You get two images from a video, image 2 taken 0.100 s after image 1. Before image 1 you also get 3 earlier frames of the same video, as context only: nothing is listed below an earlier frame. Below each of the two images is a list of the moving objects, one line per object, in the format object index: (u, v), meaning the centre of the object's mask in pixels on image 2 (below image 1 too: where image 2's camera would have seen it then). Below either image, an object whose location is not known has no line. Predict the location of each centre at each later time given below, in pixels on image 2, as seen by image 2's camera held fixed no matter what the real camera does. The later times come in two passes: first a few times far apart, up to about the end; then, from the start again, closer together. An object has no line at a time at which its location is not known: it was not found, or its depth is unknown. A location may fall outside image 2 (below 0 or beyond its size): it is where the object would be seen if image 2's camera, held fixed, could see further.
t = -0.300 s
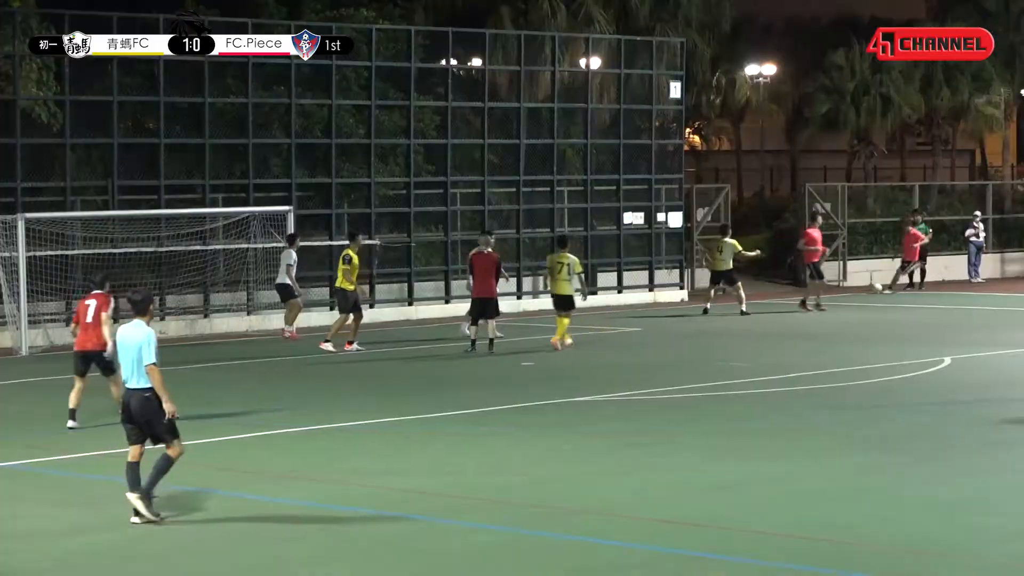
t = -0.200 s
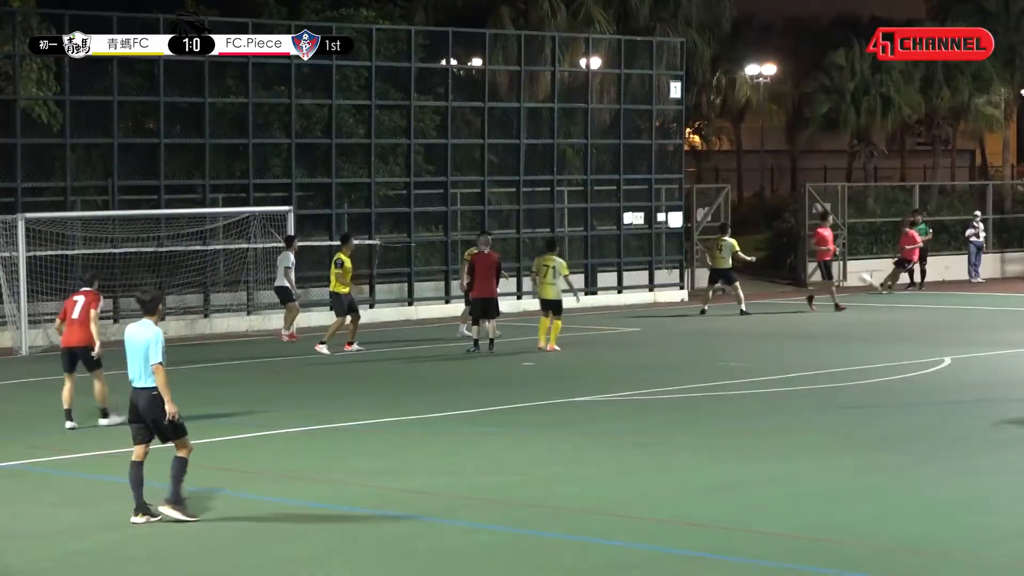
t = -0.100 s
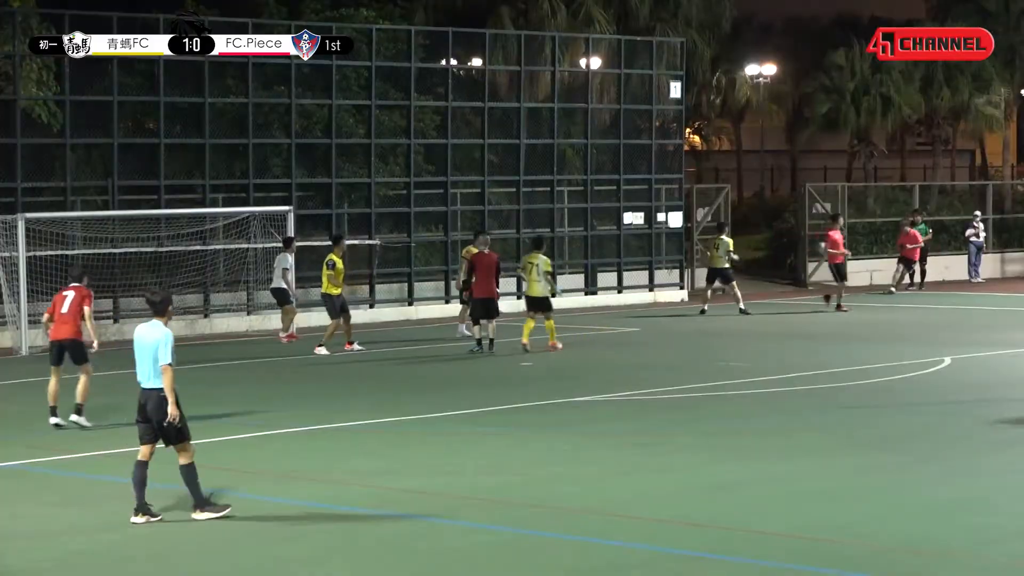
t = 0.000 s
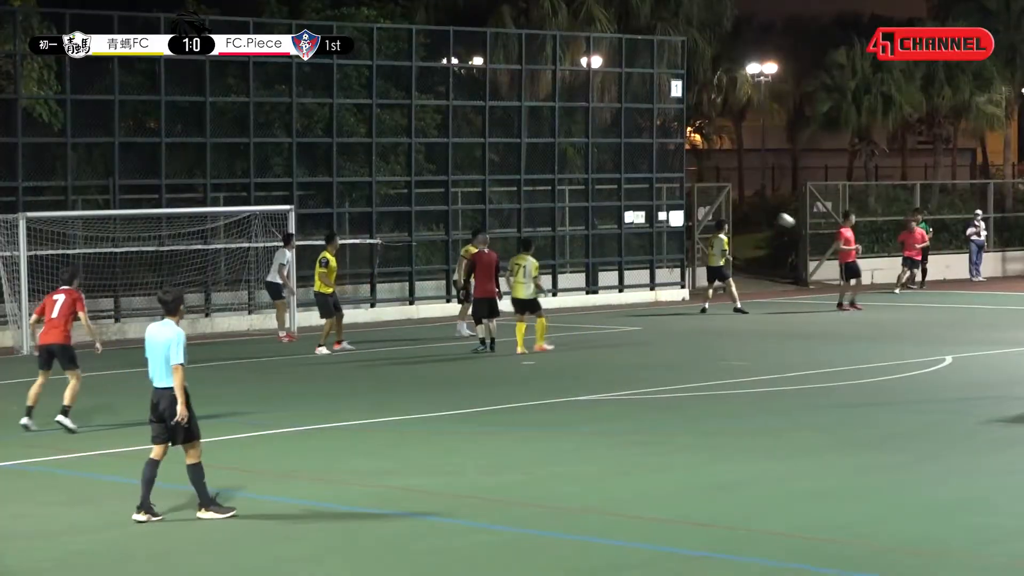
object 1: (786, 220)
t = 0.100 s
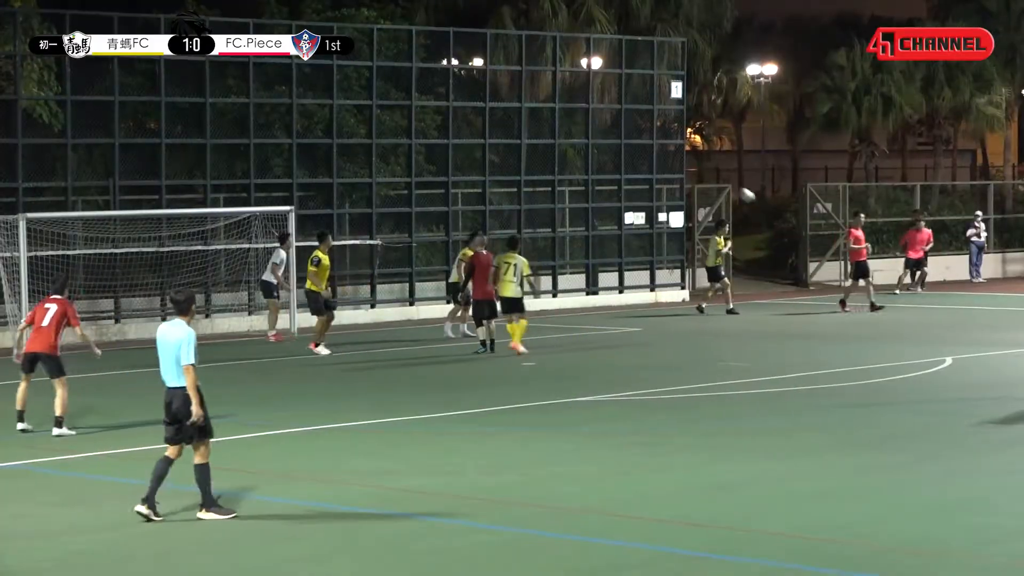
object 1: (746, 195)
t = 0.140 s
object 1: (732, 185)
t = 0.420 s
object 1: (619, 128)
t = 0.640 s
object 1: (526, 101)
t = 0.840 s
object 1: (440, 94)
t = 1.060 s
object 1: (340, 109)
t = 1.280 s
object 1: (232, 150)
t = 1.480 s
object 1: (125, 217)
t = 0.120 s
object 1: (740, 190)
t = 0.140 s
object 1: (732, 185)
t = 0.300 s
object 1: (666, 150)
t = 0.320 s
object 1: (660, 146)
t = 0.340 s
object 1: (651, 143)
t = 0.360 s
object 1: (643, 137)
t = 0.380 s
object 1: (635, 134)
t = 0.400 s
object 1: (627, 131)
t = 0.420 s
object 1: (619, 128)
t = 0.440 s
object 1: (611, 125)
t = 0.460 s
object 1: (602, 121)
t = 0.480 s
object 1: (594, 118)
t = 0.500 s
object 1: (586, 115)
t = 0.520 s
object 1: (578, 113)
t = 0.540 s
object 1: (569, 111)
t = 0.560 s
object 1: (560, 109)
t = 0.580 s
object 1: (553, 106)
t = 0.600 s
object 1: (544, 104)
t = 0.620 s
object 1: (535, 102)
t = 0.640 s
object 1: (526, 101)
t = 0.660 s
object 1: (518, 99)
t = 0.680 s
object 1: (509, 97)
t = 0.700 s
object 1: (501, 96)
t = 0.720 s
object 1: (492, 96)
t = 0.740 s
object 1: (484, 95)
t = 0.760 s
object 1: (475, 95)
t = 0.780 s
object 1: (466, 94)
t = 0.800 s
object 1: (457, 94)
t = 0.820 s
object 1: (449, 94)
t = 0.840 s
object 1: (440, 94)
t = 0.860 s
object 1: (431, 94)
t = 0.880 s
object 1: (421, 95)
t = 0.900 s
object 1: (413, 95)
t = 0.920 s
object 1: (404, 96)
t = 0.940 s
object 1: (395, 97)
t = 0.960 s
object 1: (386, 99)
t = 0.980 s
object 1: (376, 100)
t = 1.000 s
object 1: (367, 102)
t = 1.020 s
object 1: (358, 104)
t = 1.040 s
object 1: (349, 106)
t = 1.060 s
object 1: (340, 109)
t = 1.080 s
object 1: (330, 111)
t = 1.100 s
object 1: (321, 114)
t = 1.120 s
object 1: (311, 117)
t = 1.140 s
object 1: (301, 121)
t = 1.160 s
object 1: (292, 124)
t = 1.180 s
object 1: (282, 127)
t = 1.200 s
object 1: (272, 131)
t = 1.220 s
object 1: (262, 136)
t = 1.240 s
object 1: (252, 140)
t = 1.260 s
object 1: (242, 145)
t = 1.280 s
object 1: (232, 150)
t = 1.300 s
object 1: (222, 156)
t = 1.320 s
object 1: (211, 162)
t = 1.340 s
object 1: (201, 167)
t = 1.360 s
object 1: (190, 173)
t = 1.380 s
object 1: (180, 180)
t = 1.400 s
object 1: (169, 187)
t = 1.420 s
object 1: (158, 194)
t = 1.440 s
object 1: (147, 201)
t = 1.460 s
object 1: (136, 208)
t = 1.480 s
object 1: (125, 217)
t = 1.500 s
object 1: (113, 226)
